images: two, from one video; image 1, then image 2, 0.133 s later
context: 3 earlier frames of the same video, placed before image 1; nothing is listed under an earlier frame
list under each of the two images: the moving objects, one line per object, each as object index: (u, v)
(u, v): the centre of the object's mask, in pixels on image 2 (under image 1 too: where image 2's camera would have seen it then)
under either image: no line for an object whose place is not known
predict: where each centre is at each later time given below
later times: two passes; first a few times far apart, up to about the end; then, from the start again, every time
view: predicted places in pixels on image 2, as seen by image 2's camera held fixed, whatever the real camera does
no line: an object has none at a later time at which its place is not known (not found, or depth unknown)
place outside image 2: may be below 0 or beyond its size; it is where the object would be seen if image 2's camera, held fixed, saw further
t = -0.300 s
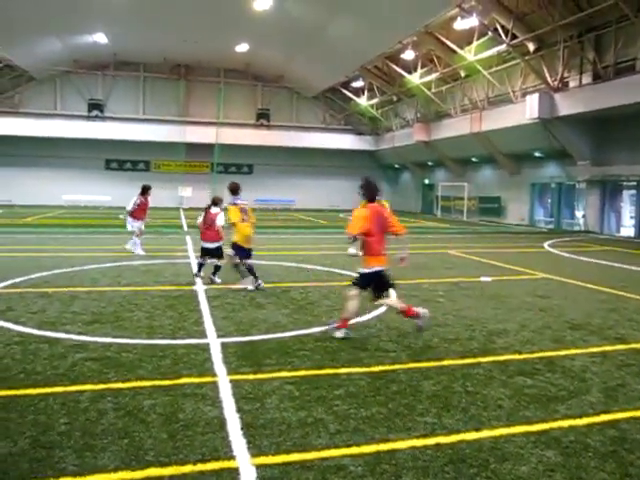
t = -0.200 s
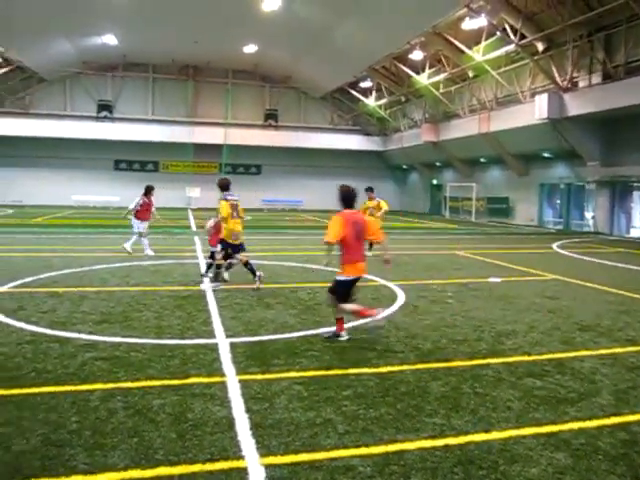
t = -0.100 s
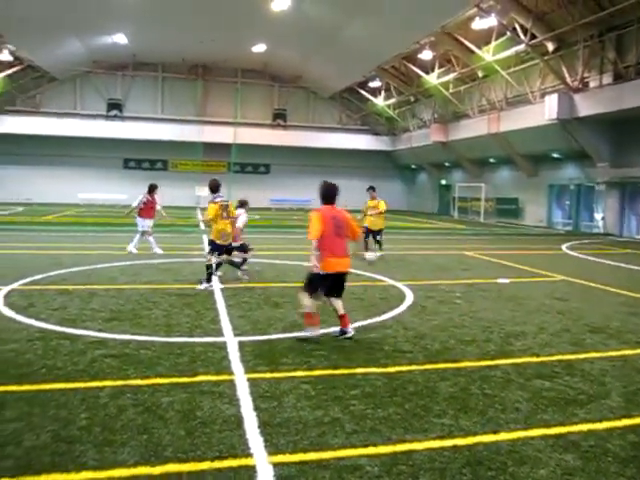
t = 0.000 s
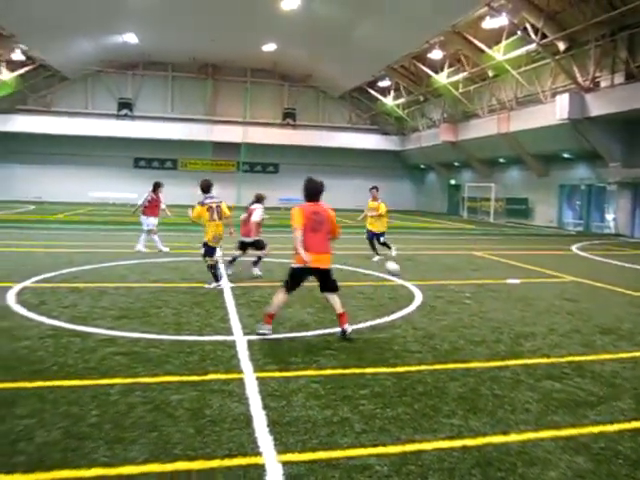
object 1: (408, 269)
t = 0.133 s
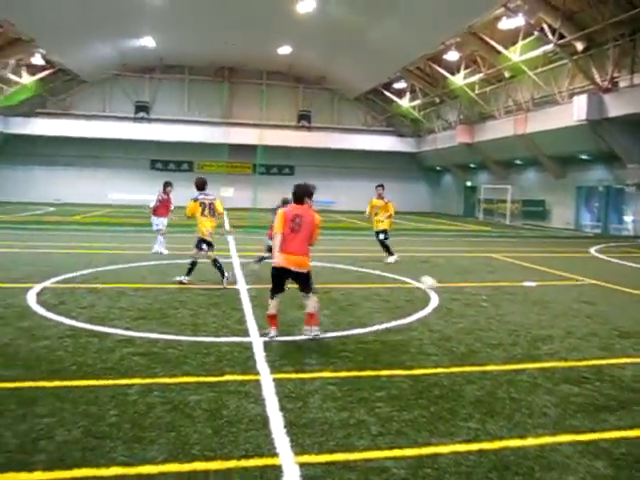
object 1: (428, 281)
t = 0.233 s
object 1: (446, 294)
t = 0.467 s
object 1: (496, 330)
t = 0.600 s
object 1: (532, 357)
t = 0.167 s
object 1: (434, 286)
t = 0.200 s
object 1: (440, 291)
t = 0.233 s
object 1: (446, 294)
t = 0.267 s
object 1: (451, 298)
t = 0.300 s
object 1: (458, 304)
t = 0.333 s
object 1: (465, 309)
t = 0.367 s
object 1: (472, 314)
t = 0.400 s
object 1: (480, 319)
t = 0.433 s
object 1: (488, 325)
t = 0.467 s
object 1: (496, 330)
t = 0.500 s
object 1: (504, 336)
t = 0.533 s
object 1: (513, 343)
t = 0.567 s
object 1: (523, 350)
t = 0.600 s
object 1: (532, 357)
